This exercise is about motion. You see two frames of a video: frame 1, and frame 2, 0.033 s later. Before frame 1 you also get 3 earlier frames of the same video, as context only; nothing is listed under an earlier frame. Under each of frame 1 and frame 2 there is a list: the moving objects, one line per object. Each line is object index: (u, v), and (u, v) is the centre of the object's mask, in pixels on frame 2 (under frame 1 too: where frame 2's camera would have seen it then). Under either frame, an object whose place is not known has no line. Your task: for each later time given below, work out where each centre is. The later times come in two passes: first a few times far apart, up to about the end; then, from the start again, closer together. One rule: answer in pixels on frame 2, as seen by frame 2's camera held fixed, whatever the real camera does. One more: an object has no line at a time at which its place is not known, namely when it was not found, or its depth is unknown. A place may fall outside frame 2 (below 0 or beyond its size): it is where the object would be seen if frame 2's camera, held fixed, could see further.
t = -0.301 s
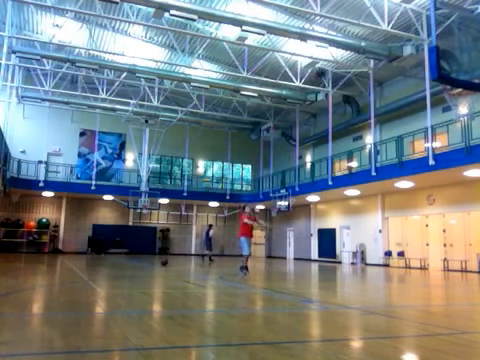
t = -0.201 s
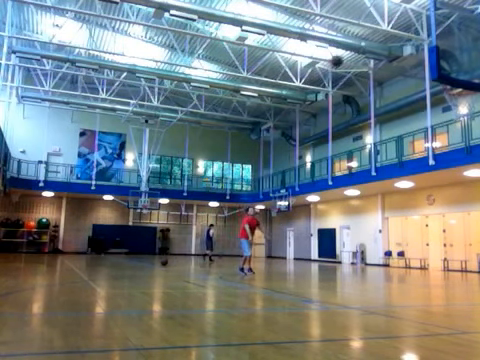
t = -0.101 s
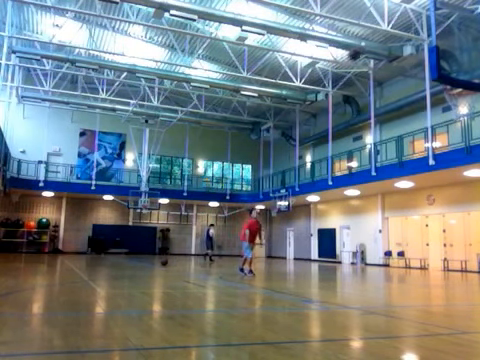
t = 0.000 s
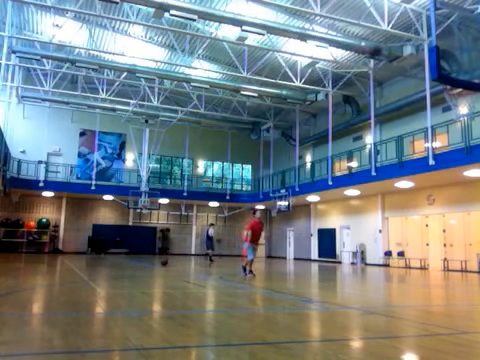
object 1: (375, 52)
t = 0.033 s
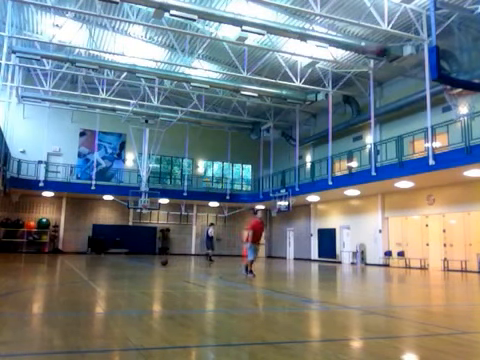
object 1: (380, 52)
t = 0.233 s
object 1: (425, 66)
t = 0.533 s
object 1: (471, 110)
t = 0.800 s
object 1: (458, 151)
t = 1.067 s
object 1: (449, 233)
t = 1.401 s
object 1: (429, 239)
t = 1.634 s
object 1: (413, 210)
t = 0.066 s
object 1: (390, 54)
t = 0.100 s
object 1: (395, 53)
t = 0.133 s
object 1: (406, 55)
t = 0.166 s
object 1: (412, 58)
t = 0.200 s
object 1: (421, 62)
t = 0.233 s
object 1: (425, 66)
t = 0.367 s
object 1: (469, 94)
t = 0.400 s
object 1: (473, 100)
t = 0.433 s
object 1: (473, 103)
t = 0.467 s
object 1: (473, 105)
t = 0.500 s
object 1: (472, 108)
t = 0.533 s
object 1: (471, 110)
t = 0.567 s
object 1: (470, 113)
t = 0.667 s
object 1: (464, 126)
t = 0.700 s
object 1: (463, 131)
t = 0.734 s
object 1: (462, 136)
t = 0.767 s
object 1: (460, 143)
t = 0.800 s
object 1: (458, 151)
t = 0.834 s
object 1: (456, 160)
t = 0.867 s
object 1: (456, 168)
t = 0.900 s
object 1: (455, 178)
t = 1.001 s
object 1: (451, 208)
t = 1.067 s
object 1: (449, 233)
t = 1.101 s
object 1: (448, 247)
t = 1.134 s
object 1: (447, 261)
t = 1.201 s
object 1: (445, 290)
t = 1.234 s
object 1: (443, 286)
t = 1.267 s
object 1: (440, 275)
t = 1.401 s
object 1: (429, 239)
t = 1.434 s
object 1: (427, 233)
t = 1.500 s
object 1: (422, 222)
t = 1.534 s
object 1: (420, 218)
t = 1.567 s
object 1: (418, 215)
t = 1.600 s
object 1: (415, 212)
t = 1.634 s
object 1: (413, 210)
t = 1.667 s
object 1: (411, 209)
